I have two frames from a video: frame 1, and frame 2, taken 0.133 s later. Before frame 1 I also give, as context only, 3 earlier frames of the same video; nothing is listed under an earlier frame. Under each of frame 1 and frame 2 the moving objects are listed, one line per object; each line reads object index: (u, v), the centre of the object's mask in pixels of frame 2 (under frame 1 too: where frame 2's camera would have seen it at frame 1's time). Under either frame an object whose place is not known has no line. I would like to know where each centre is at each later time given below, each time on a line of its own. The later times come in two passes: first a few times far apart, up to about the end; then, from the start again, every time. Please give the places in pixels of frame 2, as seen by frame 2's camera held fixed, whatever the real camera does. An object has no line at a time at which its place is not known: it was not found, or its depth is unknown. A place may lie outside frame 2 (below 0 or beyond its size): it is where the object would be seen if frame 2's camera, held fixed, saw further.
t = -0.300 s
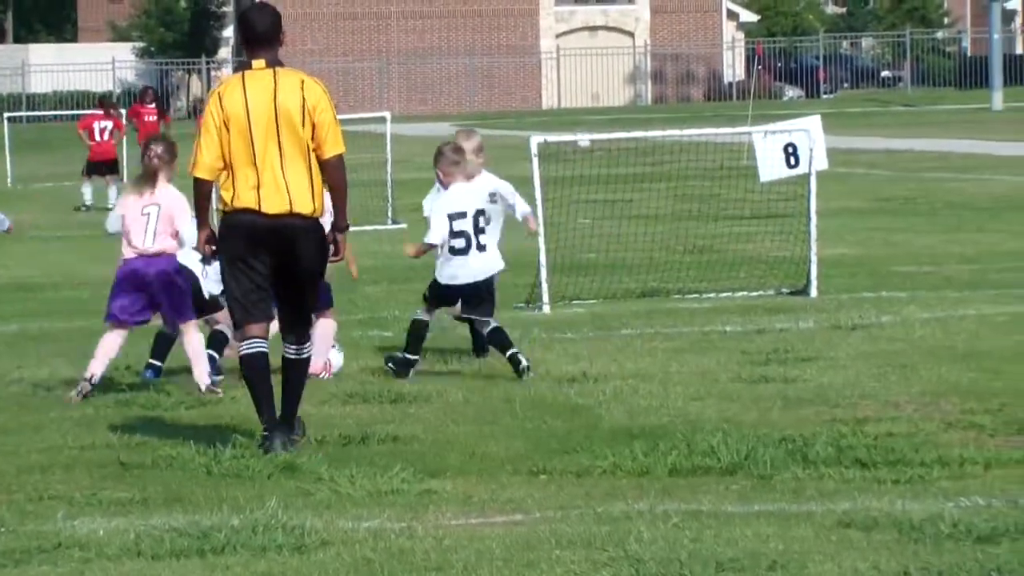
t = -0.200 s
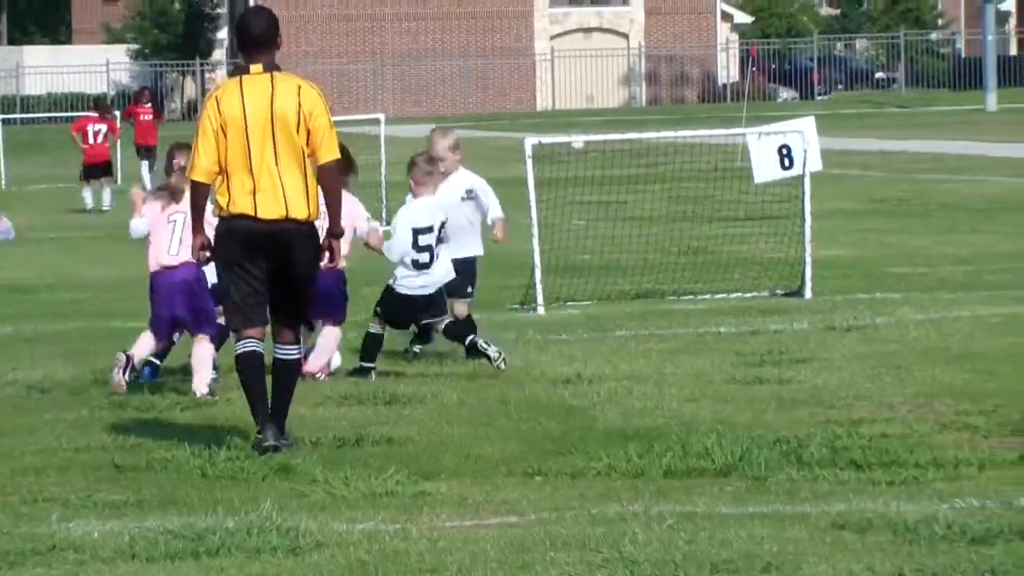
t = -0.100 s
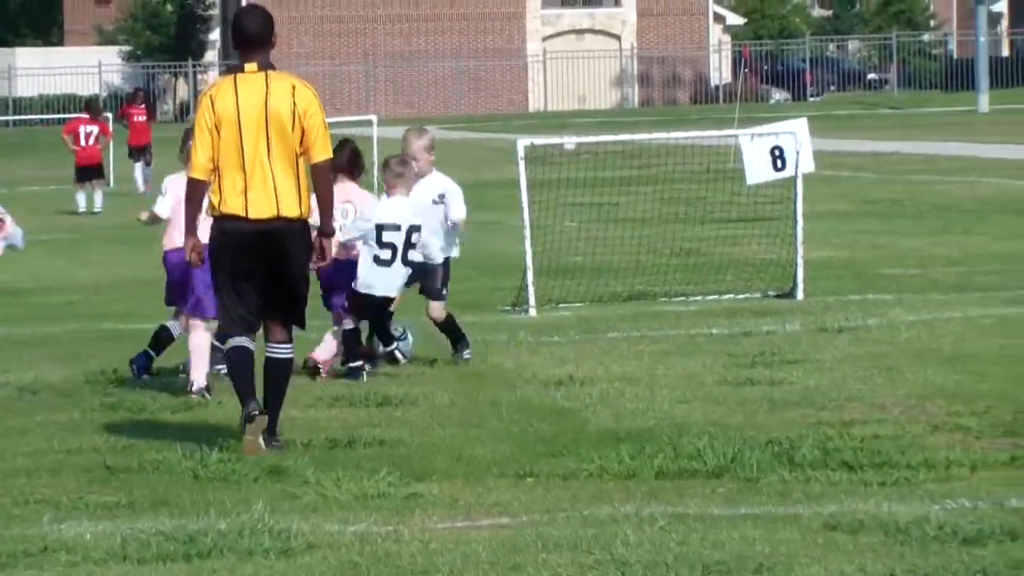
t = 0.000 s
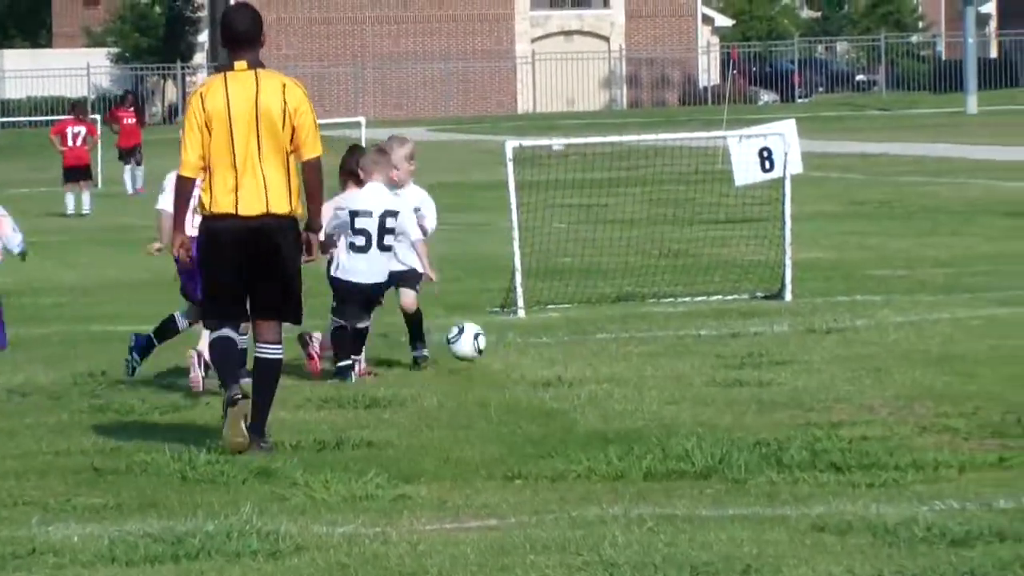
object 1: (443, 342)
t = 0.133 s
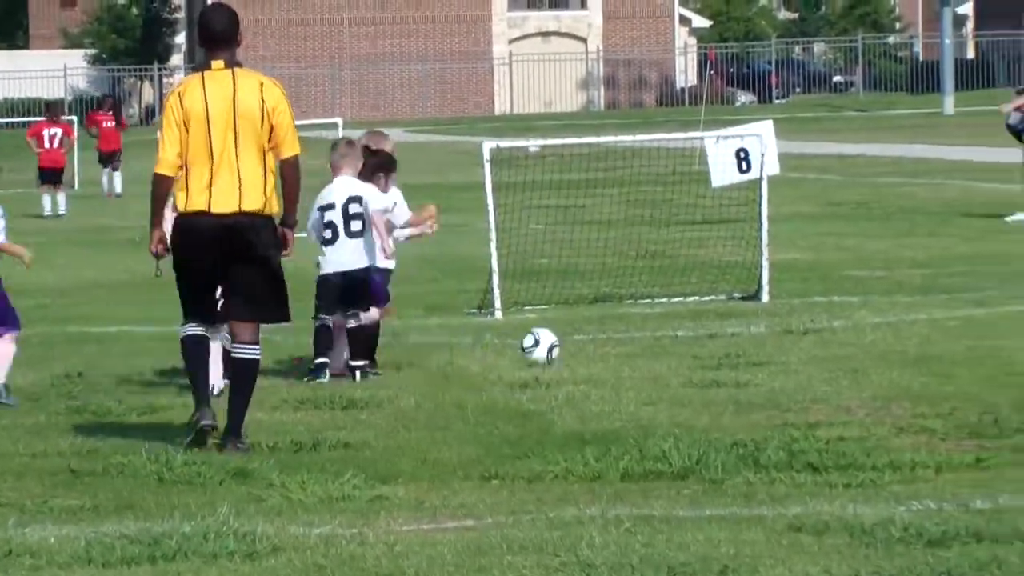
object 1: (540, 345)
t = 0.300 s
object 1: (609, 335)
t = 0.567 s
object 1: (713, 334)
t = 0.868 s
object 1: (817, 329)
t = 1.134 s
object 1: (900, 328)
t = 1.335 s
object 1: (950, 324)
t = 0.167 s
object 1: (554, 340)
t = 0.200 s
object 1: (568, 335)
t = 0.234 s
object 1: (582, 333)
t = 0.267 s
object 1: (595, 333)
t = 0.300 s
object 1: (609, 335)
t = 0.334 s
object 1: (621, 339)
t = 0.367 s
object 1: (636, 342)
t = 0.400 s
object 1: (649, 338)
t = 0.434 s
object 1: (662, 337)
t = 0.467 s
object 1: (674, 337)
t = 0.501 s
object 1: (688, 336)
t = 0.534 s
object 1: (700, 336)
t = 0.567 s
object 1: (713, 334)
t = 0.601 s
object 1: (725, 333)
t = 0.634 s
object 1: (737, 333)
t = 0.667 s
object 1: (748, 333)
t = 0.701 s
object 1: (760, 331)
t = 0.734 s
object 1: (772, 330)
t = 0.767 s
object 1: (784, 332)
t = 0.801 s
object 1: (795, 331)
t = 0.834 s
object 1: (806, 330)
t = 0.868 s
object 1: (817, 329)
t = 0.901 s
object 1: (829, 329)
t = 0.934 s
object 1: (841, 331)
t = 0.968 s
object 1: (850, 330)
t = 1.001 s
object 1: (860, 329)
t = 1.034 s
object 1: (870, 328)
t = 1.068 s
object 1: (880, 328)
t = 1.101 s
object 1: (890, 329)
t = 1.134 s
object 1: (900, 328)
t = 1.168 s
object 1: (908, 328)
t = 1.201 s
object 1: (918, 327)
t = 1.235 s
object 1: (924, 326)
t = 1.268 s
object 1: (935, 324)
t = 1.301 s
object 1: (943, 323)
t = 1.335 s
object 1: (950, 324)
